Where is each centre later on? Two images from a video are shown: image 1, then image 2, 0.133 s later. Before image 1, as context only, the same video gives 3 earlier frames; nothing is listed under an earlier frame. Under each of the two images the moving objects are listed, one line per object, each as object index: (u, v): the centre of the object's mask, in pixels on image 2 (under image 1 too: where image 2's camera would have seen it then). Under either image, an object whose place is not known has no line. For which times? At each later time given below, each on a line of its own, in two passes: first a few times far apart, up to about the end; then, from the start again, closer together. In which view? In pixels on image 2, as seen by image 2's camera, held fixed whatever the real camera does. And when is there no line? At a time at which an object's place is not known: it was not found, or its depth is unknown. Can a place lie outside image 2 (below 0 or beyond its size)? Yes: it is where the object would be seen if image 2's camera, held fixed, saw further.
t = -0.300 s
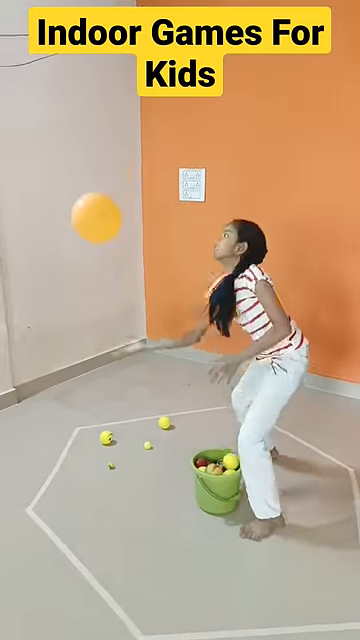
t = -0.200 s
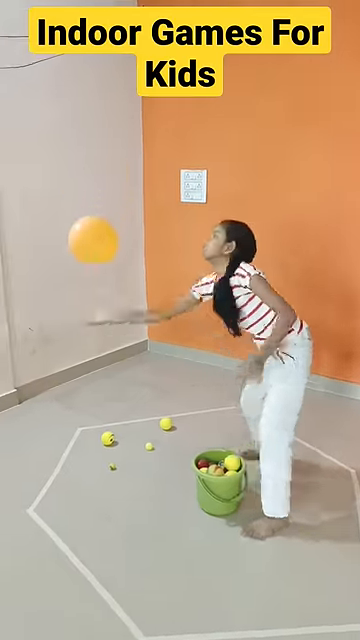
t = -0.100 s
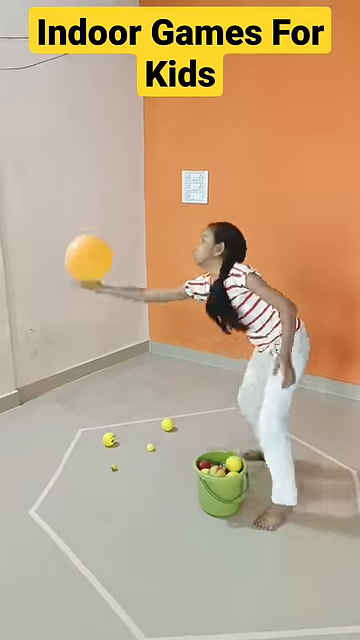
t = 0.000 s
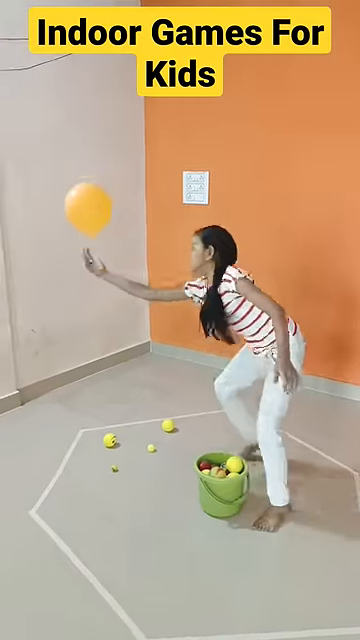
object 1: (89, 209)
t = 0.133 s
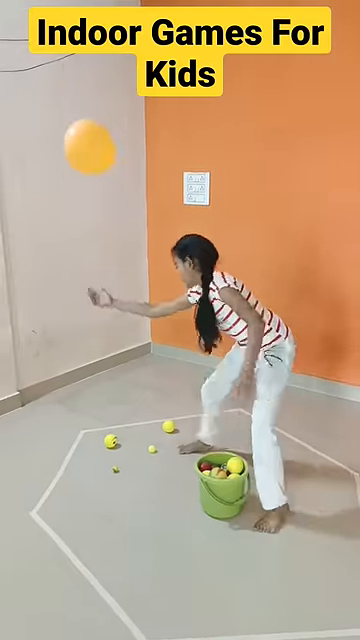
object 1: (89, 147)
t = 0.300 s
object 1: (89, 97)
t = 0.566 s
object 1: (97, 77)
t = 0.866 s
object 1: (108, 98)
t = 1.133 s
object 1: (114, 146)
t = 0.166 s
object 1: (89, 135)
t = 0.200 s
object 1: (88, 124)
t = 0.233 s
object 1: (88, 113)
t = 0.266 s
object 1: (87, 104)
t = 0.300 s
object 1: (89, 97)
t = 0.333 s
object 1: (89, 89)
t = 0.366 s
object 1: (91, 83)
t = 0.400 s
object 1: (91, 80)
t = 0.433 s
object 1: (93, 78)
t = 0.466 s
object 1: (94, 77)
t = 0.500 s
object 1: (95, 77)
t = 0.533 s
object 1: (96, 77)
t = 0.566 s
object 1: (97, 77)
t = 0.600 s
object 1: (98, 77)
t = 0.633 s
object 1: (99, 78)
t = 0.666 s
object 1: (100, 79)
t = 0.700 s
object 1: (102, 81)
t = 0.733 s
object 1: (103, 83)
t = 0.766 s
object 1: (104, 85)
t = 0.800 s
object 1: (105, 89)
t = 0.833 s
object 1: (106, 93)
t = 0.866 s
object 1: (108, 98)
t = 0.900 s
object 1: (109, 104)
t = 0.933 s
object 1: (110, 110)
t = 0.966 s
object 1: (111, 116)
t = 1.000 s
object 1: (112, 122)
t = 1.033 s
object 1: (113, 130)
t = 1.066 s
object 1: (114, 139)
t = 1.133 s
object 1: (114, 146)
